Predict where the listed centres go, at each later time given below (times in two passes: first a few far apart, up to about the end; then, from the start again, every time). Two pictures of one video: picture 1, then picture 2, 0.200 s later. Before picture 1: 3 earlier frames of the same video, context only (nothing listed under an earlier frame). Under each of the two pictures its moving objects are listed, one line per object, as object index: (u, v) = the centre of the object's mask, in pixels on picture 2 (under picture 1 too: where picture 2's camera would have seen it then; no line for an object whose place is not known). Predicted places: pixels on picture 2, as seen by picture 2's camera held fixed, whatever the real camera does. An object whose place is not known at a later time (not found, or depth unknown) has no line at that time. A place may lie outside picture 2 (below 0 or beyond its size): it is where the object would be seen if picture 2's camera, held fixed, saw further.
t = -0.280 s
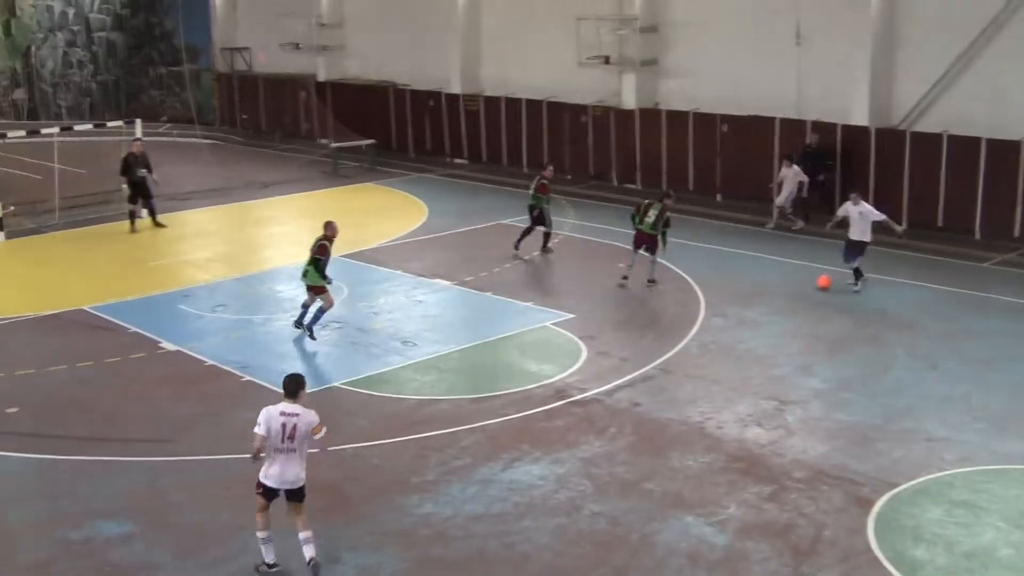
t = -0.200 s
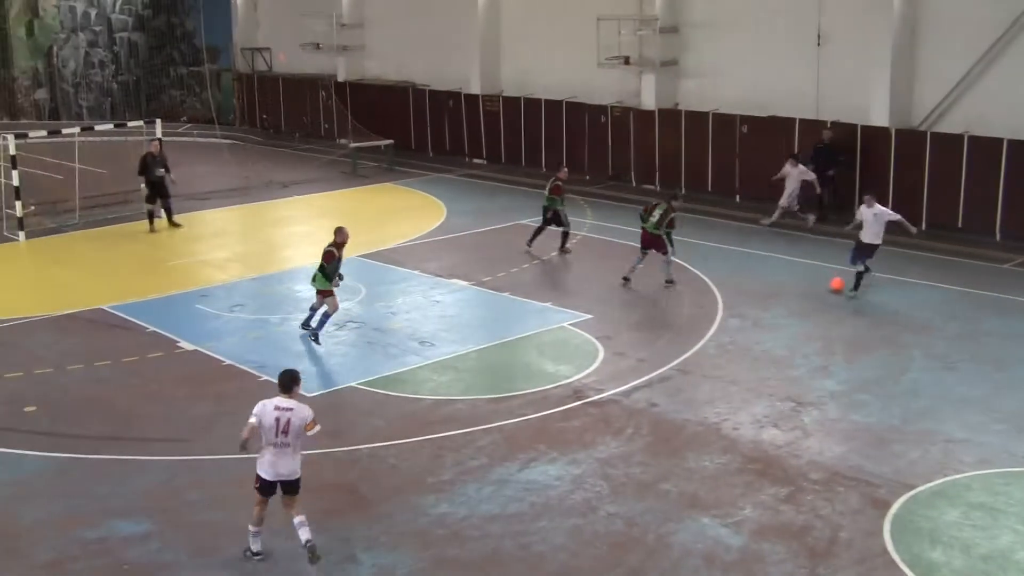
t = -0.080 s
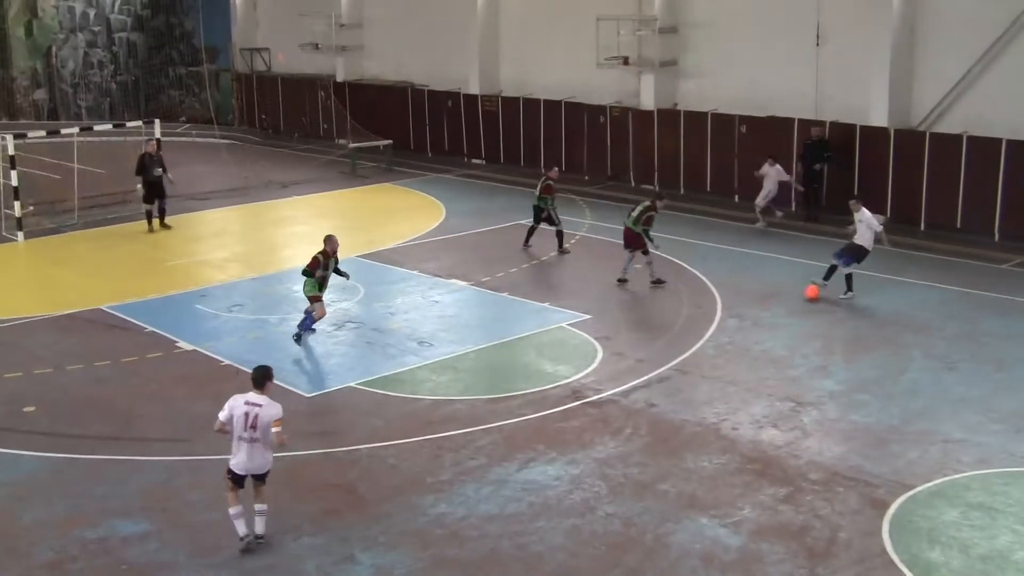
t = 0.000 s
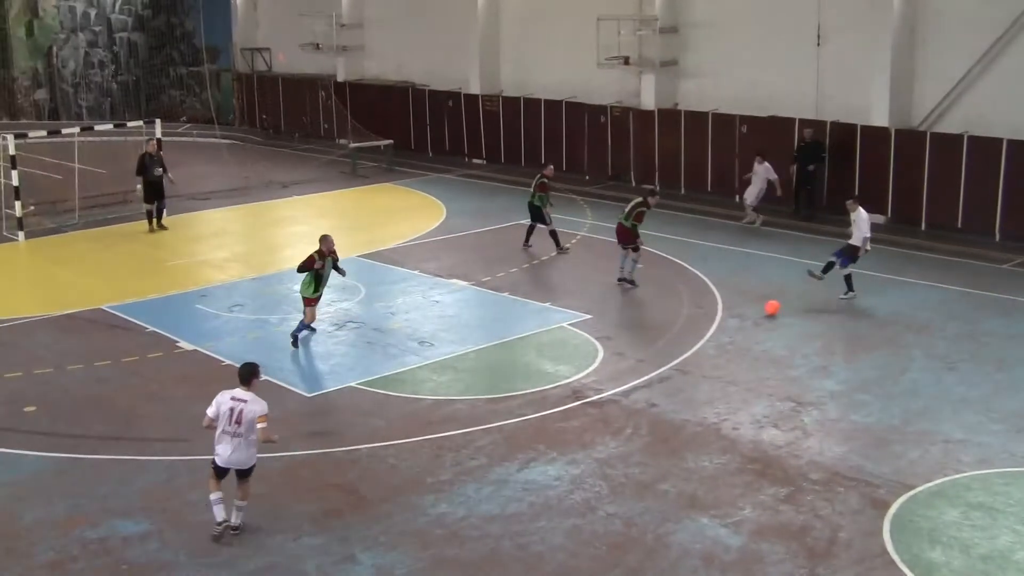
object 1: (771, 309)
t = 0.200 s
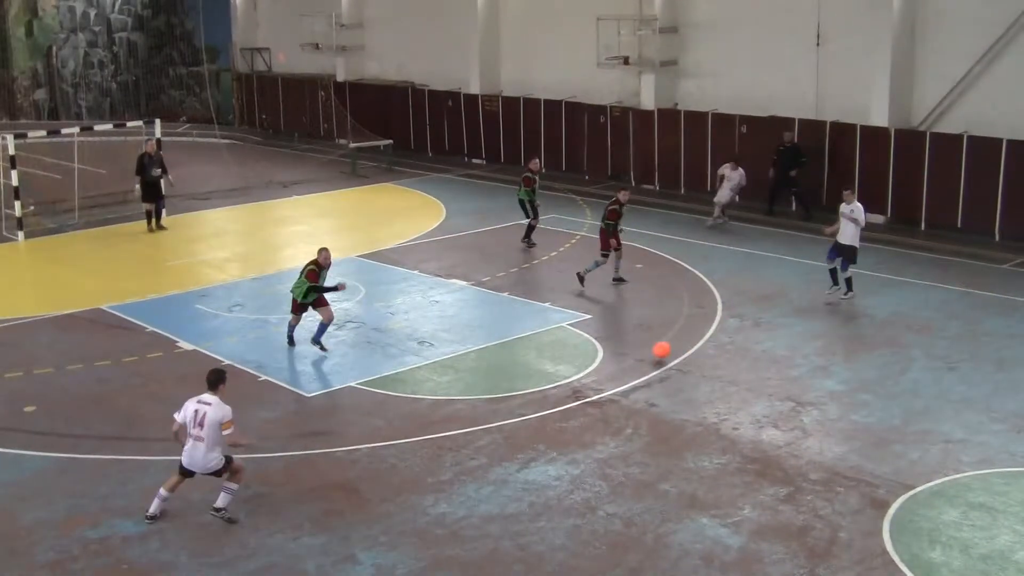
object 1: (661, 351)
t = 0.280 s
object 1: (614, 370)
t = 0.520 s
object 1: (468, 427)
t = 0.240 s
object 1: (637, 362)
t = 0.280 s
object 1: (614, 370)
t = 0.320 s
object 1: (590, 379)
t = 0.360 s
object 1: (566, 389)
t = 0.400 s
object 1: (541, 399)
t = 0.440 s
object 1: (518, 407)
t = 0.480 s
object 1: (492, 418)
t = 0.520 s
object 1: (468, 427)
